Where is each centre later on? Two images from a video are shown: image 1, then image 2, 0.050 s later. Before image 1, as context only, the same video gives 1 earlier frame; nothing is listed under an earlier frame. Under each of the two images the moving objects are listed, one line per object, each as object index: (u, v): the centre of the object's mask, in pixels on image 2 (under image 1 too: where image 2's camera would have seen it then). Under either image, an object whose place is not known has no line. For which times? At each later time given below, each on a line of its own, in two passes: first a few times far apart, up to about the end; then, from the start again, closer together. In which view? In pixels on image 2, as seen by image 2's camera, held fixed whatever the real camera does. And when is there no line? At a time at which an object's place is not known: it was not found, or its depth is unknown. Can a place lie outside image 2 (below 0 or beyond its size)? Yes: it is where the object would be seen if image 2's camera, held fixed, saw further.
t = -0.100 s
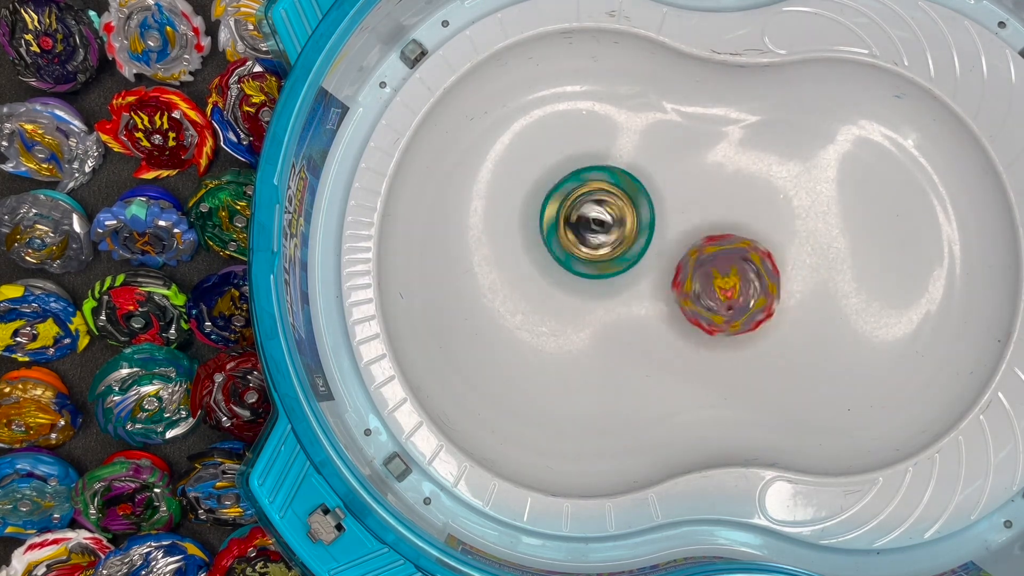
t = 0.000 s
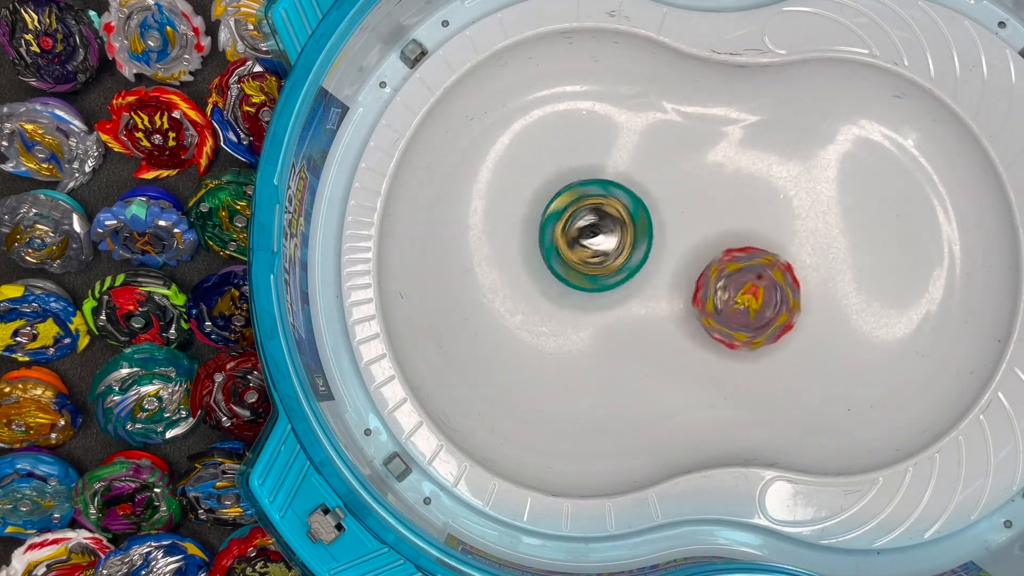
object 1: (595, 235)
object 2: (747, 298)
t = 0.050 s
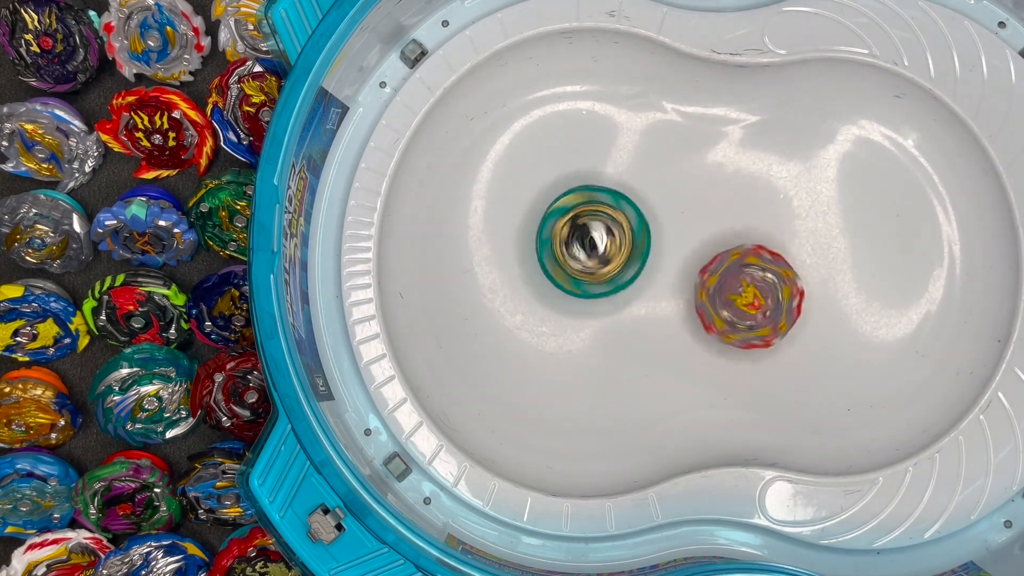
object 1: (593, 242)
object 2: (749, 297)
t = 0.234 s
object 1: (576, 260)
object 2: (774, 285)
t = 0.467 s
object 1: (564, 266)
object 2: (803, 256)
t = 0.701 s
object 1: (585, 254)
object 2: (825, 254)
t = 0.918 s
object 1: (615, 243)
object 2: (823, 253)
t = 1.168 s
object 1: (634, 254)
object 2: (816, 235)
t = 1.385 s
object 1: (634, 263)
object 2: (805, 222)
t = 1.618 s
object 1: (622, 251)
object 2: (780, 225)
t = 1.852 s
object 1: (609, 223)
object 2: (733, 225)
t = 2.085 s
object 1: (585, 194)
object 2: (698, 240)
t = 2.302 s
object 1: (561, 197)
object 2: (686, 263)
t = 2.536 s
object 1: (560, 222)
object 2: (660, 249)
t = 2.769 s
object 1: (535, 225)
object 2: (686, 261)
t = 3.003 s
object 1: (557, 242)
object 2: (708, 256)
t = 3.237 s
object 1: (598, 272)
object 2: (719, 256)
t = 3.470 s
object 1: (607, 294)
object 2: (712, 259)
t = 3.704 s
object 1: (597, 271)
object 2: (718, 254)
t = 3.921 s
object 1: (603, 223)
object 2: (714, 248)
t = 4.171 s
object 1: (610, 204)
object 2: (716, 247)
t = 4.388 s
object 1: (591, 229)
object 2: (715, 244)
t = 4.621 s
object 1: (554, 250)
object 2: (702, 249)
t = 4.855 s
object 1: (556, 244)
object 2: (671, 251)
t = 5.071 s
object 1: (576, 240)
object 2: (656, 269)
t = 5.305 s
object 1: (571, 227)
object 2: (663, 259)
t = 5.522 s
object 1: (576, 227)
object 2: (672, 239)
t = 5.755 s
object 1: (585, 232)
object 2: (671, 247)
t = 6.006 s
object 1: (563, 227)
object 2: (661, 247)
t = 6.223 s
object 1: (566, 226)
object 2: (662, 249)
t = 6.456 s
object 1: (578, 245)
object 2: (664, 248)
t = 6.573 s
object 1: (572, 260)
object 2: (661, 246)
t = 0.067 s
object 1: (592, 244)
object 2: (750, 294)
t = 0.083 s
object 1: (590, 247)
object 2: (752, 292)
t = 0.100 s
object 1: (588, 249)
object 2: (756, 289)
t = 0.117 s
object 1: (586, 250)
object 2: (760, 287)
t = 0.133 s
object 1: (585, 251)
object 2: (764, 286)
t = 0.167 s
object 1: (582, 255)
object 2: (770, 286)
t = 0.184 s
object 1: (580, 256)
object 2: (772, 286)
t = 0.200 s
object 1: (579, 256)
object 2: (773, 286)
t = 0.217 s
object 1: (578, 258)
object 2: (774, 286)
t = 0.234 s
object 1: (576, 260)
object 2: (774, 285)
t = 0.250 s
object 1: (574, 260)
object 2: (774, 283)
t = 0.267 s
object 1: (572, 261)
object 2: (774, 280)
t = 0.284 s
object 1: (572, 262)
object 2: (775, 277)
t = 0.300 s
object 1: (571, 264)
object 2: (776, 274)
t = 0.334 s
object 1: (567, 264)
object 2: (780, 266)
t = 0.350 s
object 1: (567, 264)
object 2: (783, 262)
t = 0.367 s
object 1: (566, 265)
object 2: (787, 259)
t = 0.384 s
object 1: (565, 266)
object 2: (791, 256)
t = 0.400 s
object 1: (563, 266)
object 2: (795, 255)
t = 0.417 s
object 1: (564, 265)
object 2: (798, 255)
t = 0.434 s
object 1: (564, 265)
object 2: (800, 255)
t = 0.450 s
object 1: (564, 266)
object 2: (802, 255)
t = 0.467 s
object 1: (564, 266)
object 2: (803, 256)
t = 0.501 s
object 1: (565, 264)
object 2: (804, 256)
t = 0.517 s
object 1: (566, 264)
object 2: (803, 256)
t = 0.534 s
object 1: (567, 263)
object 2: (803, 254)
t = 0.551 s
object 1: (568, 262)
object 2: (803, 253)
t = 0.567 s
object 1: (570, 261)
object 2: (804, 250)
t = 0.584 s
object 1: (572, 261)
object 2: (806, 248)
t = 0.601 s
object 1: (573, 261)
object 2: (809, 247)
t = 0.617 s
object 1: (574, 259)
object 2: (812, 246)
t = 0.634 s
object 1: (576, 258)
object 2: (816, 246)
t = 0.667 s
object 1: (580, 257)
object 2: (822, 249)
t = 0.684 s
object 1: (582, 255)
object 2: (824, 252)
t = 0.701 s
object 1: (585, 254)
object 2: (825, 254)
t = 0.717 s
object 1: (588, 253)
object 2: (825, 257)
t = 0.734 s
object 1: (590, 252)
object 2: (823, 259)
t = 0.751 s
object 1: (592, 251)
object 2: (822, 260)
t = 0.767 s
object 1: (594, 249)
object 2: (820, 260)
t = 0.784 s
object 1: (597, 248)
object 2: (818, 259)
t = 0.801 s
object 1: (600, 248)
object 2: (817, 258)
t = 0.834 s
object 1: (603, 246)
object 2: (817, 254)
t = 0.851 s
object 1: (606, 245)
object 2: (818, 253)
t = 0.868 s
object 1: (608, 245)
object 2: (819, 252)
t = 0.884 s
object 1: (610, 245)
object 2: (821, 251)
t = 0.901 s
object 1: (612, 244)
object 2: (822, 252)
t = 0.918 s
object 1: (615, 243)
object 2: (823, 253)
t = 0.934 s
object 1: (618, 244)
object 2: (824, 254)
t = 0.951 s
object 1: (619, 245)
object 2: (824, 255)
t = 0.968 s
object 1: (620, 245)
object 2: (823, 256)
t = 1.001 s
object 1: (624, 245)
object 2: (819, 257)
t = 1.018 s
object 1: (626, 246)
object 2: (816, 255)
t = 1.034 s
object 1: (627, 247)
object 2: (813, 253)
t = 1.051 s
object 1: (628, 248)
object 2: (811, 250)
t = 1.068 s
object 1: (629, 248)
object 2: (810, 246)
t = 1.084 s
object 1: (631, 249)
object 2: (810, 243)
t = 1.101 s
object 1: (632, 251)
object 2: (811, 240)
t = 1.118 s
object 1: (631, 252)
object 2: (812, 237)
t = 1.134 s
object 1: (632, 252)
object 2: (814, 235)
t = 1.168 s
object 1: (634, 254)
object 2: (816, 235)
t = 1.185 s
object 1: (634, 256)
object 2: (816, 235)
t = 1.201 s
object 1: (634, 256)
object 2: (815, 236)
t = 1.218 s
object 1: (635, 256)
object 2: (815, 236)
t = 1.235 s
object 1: (636, 258)
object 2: (813, 236)
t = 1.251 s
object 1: (637, 260)
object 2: (811, 236)
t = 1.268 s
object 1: (635, 261)
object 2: (808, 235)
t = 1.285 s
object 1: (635, 261)
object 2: (806, 233)
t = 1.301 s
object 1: (635, 261)
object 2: (804, 231)
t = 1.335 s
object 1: (635, 263)
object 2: (802, 226)
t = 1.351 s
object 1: (634, 262)
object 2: (802, 224)
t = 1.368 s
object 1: (634, 262)
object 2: (803, 222)
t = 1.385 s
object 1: (634, 263)
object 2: (805, 222)
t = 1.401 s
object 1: (633, 264)
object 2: (806, 222)
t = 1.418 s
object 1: (632, 264)
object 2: (806, 223)
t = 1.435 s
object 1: (630, 263)
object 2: (806, 225)
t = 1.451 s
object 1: (630, 262)
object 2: (805, 227)
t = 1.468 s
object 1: (629, 262)
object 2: (804, 229)
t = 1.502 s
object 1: (628, 260)
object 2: (797, 232)
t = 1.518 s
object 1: (628, 259)
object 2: (793, 233)
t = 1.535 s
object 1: (627, 259)
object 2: (790, 233)
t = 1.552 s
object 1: (625, 259)
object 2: (786, 232)
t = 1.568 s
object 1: (623, 257)
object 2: (784, 230)
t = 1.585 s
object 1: (622, 254)
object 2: (782, 228)
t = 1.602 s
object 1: (622, 252)
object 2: (781, 226)
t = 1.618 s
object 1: (622, 251)
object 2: (780, 225)
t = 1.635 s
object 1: (621, 250)
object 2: (780, 226)
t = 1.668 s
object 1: (621, 247)
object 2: (778, 229)
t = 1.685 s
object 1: (619, 246)
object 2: (777, 231)
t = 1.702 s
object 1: (616, 244)
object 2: (774, 233)
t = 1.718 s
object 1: (614, 241)
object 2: (770, 235)
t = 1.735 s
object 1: (614, 237)
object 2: (766, 237)
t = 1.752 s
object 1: (614, 234)
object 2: (760, 237)
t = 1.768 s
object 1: (615, 233)
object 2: (754, 237)
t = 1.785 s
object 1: (614, 231)
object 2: (749, 236)
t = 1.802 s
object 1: (613, 229)
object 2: (744, 234)
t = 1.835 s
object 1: (611, 225)
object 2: (735, 228)
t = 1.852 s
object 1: (609, 223)
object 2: (733, 225)
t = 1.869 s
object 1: (608, 220)
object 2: (731, 225)
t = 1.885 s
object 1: (607, 217)
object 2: (730, 224)
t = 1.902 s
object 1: (608, 215)
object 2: (728, 225)
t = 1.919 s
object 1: (607, 214)
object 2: (725, 224)
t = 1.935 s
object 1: (605, 213)
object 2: (722, 225)
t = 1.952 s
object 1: (603, 211)
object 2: (719, 225)
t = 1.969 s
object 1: (603, 209)
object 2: (713, 226)
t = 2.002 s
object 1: (596, 202)
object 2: (710, 229)
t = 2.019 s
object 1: (593, 199)
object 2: (709, 232)
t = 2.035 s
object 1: (590, 197)
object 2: (707, 235)
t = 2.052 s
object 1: (588, 195)
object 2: (704, 238)
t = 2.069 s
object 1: (586, 194)
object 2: (701, 240)
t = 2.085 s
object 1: (585, 194)
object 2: (698, 240)
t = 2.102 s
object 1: (582, 194)
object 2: (696, 240)
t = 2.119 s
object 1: (578, 194)
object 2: (695, 240)
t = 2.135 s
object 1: (576, 192)
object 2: (695, 239)
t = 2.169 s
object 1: (573, 192)
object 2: (698, 241)
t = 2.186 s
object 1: (571, 191)
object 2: (699, 242)
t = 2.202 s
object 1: (570, 191)
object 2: (700, 245)
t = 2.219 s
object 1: (569, 191)
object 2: (701, 248)
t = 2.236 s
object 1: (569, 192)
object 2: (700, 252)
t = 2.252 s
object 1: (568, 194)
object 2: (698, 256)
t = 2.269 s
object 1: (566, 196)
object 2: (695, 259)
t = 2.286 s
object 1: (563, 197)
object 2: (690, 262)
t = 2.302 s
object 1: (561, 197)
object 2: (686, 263)
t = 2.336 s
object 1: (561, 198)
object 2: (676, 263)
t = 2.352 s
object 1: (561, 199)
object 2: (671, 261)
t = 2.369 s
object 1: (562, 201)
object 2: (667, 258)
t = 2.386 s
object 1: (563, 204)
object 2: (664, 255)
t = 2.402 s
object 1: (564, 207)
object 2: (663, 253)
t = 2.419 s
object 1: (563, 211)
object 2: (663, 251)
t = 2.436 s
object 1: (561, 213)
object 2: (662, 250)
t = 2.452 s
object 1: (559, 213)
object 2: (661, 249)
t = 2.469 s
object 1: (560, 213)
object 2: (661, 248)
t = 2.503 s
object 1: (563, 218)
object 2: (660, 247)
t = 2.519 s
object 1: (563, 221)
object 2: (659, 247)
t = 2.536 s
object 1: (560, 222)
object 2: (660, 249)
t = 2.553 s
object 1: (557, 223)
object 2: (661, 251)
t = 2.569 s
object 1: (555, 223)
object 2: (661, 253)
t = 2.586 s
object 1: (555, 223)
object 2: (660, 254)
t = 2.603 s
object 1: (553, 223)
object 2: (661, 256)
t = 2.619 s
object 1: (552, 222)
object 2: (662, 258)
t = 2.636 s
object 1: (551, 222)
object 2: (665, 259)
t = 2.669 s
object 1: (548, 224)
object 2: (671, 258)
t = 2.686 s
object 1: (546, 226)
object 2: (673, 259)
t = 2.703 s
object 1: (543, 227)
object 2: (676, 259)
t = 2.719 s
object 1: (540, 228)
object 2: (679, 259)
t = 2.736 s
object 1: (537, 227)
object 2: (681, 260)
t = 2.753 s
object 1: (535, 226)
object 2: (684, 260)
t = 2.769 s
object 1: (535, 225)
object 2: (686, 261)
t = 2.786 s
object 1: (536, 224)
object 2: (688, 261)
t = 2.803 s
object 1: (538, 225)
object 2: (690, 261)
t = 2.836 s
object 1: (538, 229)
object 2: (694, 261)
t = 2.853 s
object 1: (538, 231)
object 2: (695, 261)
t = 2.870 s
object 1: (539, 232)
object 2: (696, 260)
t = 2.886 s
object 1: (539, 233)
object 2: (697, 260)
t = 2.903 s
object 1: (540, 233)
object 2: (698, 259)
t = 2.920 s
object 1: (542, 233)
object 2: (700, 258)
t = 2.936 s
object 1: (545, 232)
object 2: (701, 257)
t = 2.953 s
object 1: (550, 234)
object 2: (703, 257)
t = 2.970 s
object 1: (553, 237)
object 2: (705, 257)
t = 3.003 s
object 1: (557, 242)
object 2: (708, 256)
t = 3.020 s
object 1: (559, 243)
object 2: (710, 257)
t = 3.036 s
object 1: (562, 245)
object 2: (712, 258)
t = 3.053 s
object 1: (565, 246)
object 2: (713, 258)
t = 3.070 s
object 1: (569, 249)
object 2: (714, 258)
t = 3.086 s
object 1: (572, 251)
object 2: (715, 259)
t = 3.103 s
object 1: (576, 253)
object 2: (716, 259)
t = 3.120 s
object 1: (579, 255)
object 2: (717, 259)
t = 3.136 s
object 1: (582, 258)
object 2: (718, 258)
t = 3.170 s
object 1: (586, 263)
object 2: (719, 258)
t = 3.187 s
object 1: (588, 265)
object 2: (719, 257)
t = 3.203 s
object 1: (591, 266)
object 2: (719, 257)
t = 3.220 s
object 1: (595, 268)
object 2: (719, 256)
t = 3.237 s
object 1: (598, 272)
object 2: (719, 256)
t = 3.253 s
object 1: (600, 275)
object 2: (719, 256)
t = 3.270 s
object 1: (601, 277)
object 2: (719, 257)
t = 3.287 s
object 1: (603, 280)
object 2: (718, 257)
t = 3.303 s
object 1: (604, 282)
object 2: (718, 257)
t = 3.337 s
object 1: (606, 287)
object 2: (716, 256)
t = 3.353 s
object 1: (607, 289)
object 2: (714, 257)
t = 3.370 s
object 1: (608, 290)
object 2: (713, 257)
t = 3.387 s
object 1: (609, 291)
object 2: (712, 257)
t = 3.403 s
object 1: (611, 293)
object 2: (711, 257)
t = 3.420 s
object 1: (611, 295)
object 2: (710, 258)
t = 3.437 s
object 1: (610, 296)
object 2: (710, 258)
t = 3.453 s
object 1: (608, 296)
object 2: (710, 258)
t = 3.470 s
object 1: (607, 294)
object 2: (712, 259)
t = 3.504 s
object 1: (608, 293)
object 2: (714, 259)
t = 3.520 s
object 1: (608, 292)
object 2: (714, 259)
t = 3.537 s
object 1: (608, 292)
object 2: (715, 258)
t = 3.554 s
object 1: (607, 292)
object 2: (715, 257)
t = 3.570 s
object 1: (606, 291)
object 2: (714, 257)
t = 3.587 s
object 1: (603, 290)
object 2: (714, 256)
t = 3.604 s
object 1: (601, 288)
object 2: (714, 255)
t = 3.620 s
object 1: (598, 285)
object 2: (714, 255)
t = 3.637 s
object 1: (597, 281)
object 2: (715, 254)
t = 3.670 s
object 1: (598, 275)
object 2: (716, 253)
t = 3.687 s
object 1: (598, 273)
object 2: (717, 254)
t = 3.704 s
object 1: (597, 271)
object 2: (718, 254)
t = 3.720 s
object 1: (596, 267)
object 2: (719, 254)
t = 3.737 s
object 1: (595, 263)
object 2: (719, 254)
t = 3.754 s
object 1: (595, 260)
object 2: (719, 254)
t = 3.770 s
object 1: (596, 256)
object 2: (719, 254)
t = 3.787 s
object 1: (595, 253)
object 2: (718, 254)
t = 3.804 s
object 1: (595, 248)
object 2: (718, 254)
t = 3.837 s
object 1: (598, 240)
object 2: (716, 253)
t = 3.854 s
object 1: (599, 237)
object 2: (716, 252)
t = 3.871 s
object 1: (600, 235)
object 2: (715, 251)
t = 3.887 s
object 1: (600, 231)
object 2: (714, 249)
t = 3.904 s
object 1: (601, 227)
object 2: (714, 249)
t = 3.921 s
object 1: (603, 223)
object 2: (714, 248)
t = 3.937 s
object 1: (605, 220)
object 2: (715, 248)
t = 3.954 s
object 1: (607, 217)
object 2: (716, 247)
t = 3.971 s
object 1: (608, 215)
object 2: (716, 247)
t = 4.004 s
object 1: (609, 210)
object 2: (717, 247)
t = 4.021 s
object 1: (611, 208)
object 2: (718, 247)
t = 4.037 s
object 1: (612, 206)
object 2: (718, 247)
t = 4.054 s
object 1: (612, 205)
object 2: (718, 247)
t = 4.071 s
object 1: (612, 204)
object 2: (718, 247)
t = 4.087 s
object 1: (612, 202)
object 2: (717, 248)
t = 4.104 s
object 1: (613, 201)
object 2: (717, 248)
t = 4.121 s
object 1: (614, 201)
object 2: (717, 248)
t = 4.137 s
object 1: (613, 202)
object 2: (717, 248)
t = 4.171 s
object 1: (610, 204)
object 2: (716, 247)
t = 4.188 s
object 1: (609, 204)
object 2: (716, 247)
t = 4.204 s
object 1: (609, 204)
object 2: (715, 247)
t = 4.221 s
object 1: (609, 206)
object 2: (715, 246)
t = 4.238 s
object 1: (608, 208)
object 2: (715, 245)
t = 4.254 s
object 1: (607, 210)
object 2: (715, 245)
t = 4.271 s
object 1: (605, 212)
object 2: (715, 244)
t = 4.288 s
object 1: (604, 215)
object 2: (715, 244)
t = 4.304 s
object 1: (603, 218)
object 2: (715, 244)
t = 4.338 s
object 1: (597, 224)
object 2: (715, 244)
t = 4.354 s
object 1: (594, 226)
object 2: (715, 244)
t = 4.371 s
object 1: (592, 227)
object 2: (715, 244)
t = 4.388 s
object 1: (591, 229)
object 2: (715, 244)
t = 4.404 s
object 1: (590, 231)
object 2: (715, 245)
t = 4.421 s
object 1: (587, 234)
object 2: (715, 245)
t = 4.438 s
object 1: (584, 236)
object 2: (714, 246)
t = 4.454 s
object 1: (581, 238)
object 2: (714, 246)
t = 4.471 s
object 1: (577, 240)
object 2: (713, 246)
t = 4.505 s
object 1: (571, 243)
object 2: (711, 247)
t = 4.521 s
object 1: (568, 244)
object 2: (710, 248)
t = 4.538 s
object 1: (565, 244)
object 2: (709, 248)
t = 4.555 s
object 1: (564, 245)
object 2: (708, 248)
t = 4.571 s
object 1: (562, 246)
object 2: (706, 248)
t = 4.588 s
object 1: (561, 248)
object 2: (705, 249)
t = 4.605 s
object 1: (558, 250)
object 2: (703, 249)
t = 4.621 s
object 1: (554, 250)
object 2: (702, 249)
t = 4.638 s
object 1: (551, 250)
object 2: (700, 250)
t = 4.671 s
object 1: (550, 247)
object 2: (697, 249)
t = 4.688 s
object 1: (550, 247)
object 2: (695, 249)
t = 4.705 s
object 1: (550, 248)
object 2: (693, 249)
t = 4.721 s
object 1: (550, 248)
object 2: (691, 249)
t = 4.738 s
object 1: (550, 249)
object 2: (688, 249)
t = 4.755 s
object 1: (550, 249)
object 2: (686, 250)
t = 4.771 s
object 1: (550, 249)
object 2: (684, 250)
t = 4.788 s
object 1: (550, 249)
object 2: (682, 250)
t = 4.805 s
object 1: (550, 248)
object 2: (679, 250)
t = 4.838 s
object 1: (553, 244)
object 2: (674, 250)
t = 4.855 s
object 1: (556, 244)
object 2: (671, 251)
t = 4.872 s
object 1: (560, 245)
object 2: (668, 251)
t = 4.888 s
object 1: (561, 246)
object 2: (667, 252)
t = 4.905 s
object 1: (561, 245)
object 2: (665, 253)
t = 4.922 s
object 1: (562, 244)
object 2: (664, 254)
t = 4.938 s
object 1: (562, 242)
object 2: (662, 255)
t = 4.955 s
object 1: (564, 240)
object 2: (661, 256)
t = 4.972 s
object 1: (567, 238)
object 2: (659, 257)
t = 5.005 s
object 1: (574, 239)
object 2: (658, 260)
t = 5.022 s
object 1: (577, 241)
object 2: (658, 262)
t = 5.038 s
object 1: (576, 241)
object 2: (657, 265)
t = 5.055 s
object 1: (575, 241)
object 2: (656, 267)
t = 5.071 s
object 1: (576, 240)
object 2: (656, 269)
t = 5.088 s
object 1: (576, 238)
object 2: (656, 271)
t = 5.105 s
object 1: (574, 235)
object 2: (656, 272)
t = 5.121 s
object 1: (573, 231)
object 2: (657, 272)
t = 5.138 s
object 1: (575, 228)
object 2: (658, 271)
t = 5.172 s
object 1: (579, 226)
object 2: (662, 270)
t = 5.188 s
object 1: (579, 226)
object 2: (663, 270)
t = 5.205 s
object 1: (579, 226)
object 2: (663, 269)
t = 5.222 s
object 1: (578, 226)
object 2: (663, 267)
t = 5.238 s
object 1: (578, 226)
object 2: (663, 266)
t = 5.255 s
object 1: (577, 227)
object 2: (664, 265)
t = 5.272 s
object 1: (575, 228)
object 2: (664, 263)
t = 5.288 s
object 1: (573, 228)
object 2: (664, 261)
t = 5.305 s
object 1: (571, 227)
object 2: (663, 259)
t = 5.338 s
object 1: (569, 222)
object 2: (662, 255)
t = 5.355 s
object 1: (570, 220)
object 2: (663, 253)
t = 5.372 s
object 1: (572, 219)
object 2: (663, 251)
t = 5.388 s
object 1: (574, 220)
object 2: (664, 249)
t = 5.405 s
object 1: (576, 221)
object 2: (665, 248)
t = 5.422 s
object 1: (577, 223)
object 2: (666, 246)
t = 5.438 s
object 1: (577, 224)
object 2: (667, 244)
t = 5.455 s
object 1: (577, 226)
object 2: (668, 243)
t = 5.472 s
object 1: (577, 227)
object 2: (669, 242)
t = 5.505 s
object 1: (576, 228)
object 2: (671, 240)
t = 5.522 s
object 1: (576, 227)
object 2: (672, 239)
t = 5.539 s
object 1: (577, 226)
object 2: (673, 238)
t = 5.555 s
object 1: (580, 226)
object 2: (674, 237)
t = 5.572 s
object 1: (583, 226)
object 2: (676, 236)
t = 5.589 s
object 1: (586, 229)
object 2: (677, 235)
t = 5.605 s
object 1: (586, 231)
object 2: (677, 235)
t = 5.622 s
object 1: (585, 231)
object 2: (677, 236)
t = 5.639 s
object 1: (585, 232)
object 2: (676, 238)
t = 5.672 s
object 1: (583, 232)
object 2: (674, 240)
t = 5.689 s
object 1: (583, 231)
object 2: (673, 241)
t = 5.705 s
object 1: (583, 231)
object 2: (672, 242)
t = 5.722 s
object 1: (584, 231)
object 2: (671, 244)
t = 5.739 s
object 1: (584, 231)
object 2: (671, 245)
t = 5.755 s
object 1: (585, 232)
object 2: (671, 247)
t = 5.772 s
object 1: (584, 232)
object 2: (671, 248)
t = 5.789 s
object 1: (584, 233)
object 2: (671, 249)
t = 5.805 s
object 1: (582, 234)
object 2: (671, 250)
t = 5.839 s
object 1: (577, 233)
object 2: (669, 249)
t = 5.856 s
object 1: (575, 231)
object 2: (668, 249)
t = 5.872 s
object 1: (574, 230)
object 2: (668, 249)
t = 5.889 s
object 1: (573, 229)
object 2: (668, 249)
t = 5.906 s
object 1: (571, 228)
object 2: (667, 249)
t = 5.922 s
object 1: (570, 227)
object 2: (666, 248)
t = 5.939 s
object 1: (570, 227)
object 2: (665, 248)
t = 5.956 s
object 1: (569, 227)
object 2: (664, 248)
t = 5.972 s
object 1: (568, 227)
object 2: (663, 248)
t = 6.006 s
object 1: (563, 227)
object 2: (661, 247)
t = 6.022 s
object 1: (561, 226)
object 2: (660, 247)
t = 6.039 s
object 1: (560, 225)
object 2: (660, 247)
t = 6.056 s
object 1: (559, 224)
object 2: (660, 247)
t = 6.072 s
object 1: (559, 223)
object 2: (660, 247)
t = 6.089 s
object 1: (559, 223)
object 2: (660, 247)
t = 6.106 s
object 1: (559, 223)
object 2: (660, 248)
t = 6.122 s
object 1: (560, 223)
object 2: (661, 248)
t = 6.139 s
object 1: (561, 223)
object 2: (661, 248)
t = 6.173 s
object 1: (563, 224)
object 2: (661, 249)
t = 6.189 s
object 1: (564, 224)
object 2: (661, 249)
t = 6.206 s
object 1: (565, 225)
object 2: (662, 249)
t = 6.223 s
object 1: (566, 226)
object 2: (662, 249)
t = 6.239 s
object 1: (567, 227)
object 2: (662, 248)
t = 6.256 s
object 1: (568, 227)
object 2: (662, 248)
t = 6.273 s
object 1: (569, 228)
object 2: (662, 248)
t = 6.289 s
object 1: (571, 229)
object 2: (663, 248)
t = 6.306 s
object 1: (574, 231)
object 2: (663, 248)
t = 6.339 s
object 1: (577, 235)
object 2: (665, 249)
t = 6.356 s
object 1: (577, 237)
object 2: (665, 248)
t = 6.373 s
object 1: (576, 238)
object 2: (664, 248)
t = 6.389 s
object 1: (576, 239)
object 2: (663, 247)
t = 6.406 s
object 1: (576, 240)
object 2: (663, 247)
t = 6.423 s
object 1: (577, 241)
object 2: (663, 248)
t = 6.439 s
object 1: (578, 243)
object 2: (664, 248)
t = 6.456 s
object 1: (578, 245)
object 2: (664, 248)
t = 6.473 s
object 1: (579, 247)
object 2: (664, 248)
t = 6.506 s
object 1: (578, 252)
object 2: (664, 248)
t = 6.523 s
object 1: (577, 254)
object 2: (664, 248)
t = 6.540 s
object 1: (576, 257)
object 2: (663, 247)
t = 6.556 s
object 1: (574, 259)
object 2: (662, 247)
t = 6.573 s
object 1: (572, 260)
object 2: (661, 246)
